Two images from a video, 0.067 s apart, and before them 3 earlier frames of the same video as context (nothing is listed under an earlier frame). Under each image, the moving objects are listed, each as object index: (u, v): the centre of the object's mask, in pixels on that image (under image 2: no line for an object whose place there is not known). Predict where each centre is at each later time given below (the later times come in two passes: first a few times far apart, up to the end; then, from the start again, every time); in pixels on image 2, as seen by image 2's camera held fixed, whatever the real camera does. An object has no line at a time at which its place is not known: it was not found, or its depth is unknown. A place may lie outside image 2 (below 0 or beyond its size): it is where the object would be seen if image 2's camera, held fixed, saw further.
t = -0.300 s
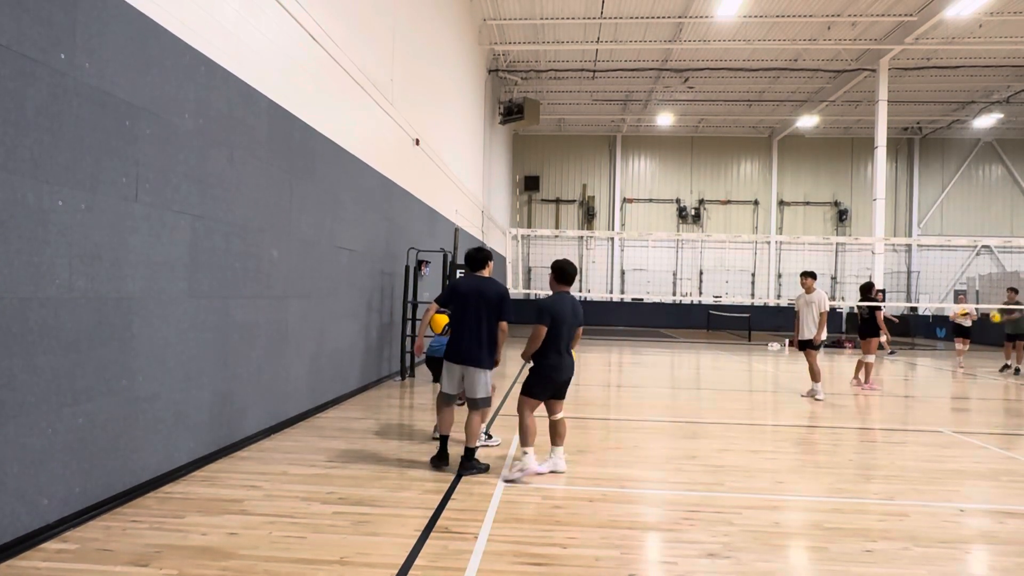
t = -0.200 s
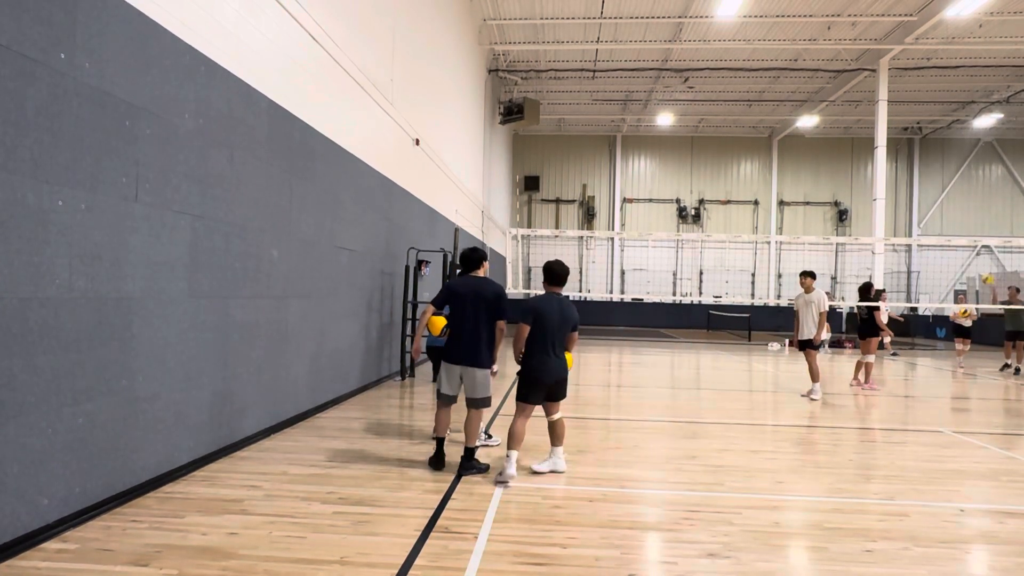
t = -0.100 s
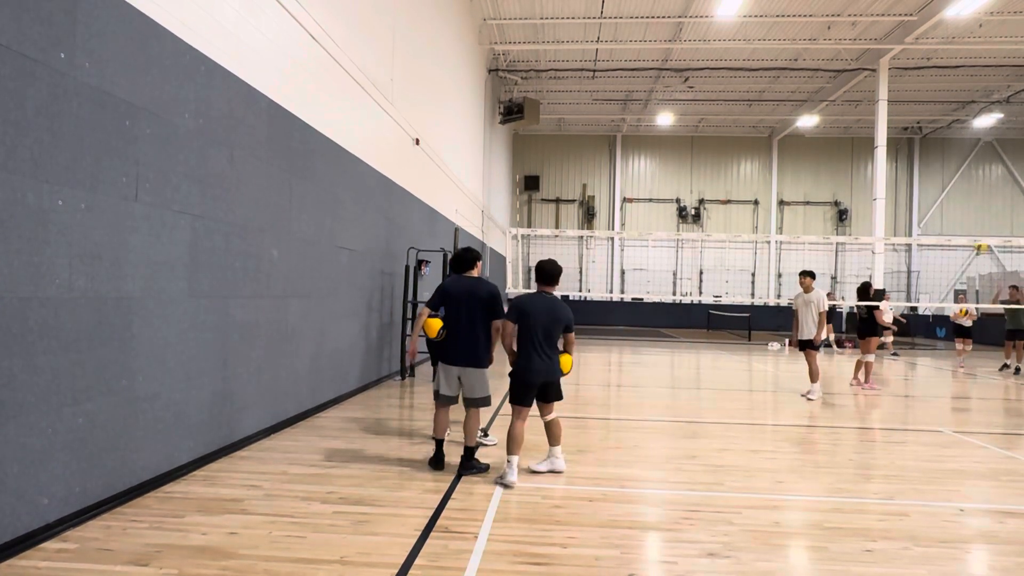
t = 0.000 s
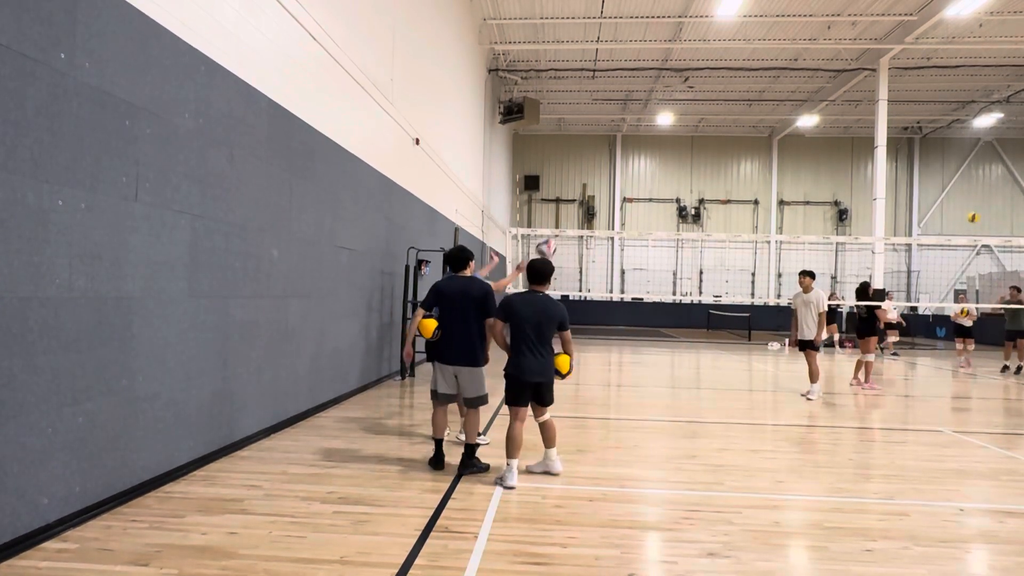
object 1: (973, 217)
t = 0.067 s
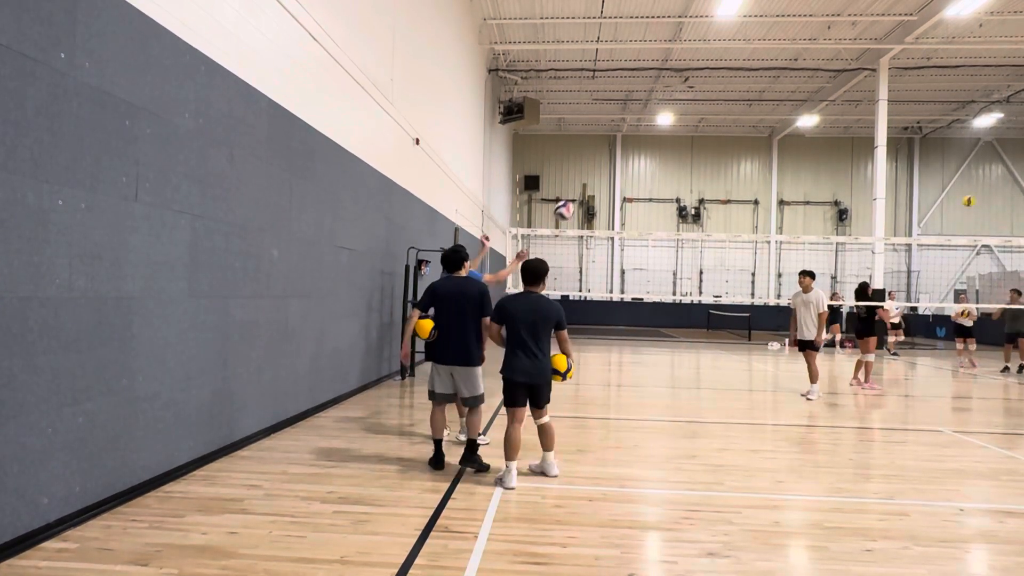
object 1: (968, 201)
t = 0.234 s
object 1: (956, 170)
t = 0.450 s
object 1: (939, 151)
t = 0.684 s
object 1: (919, 158)
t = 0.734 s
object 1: (915, 164)
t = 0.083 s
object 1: (967, 197)
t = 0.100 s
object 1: (966, 194)
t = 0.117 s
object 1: (965, 190)
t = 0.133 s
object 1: (964, 187)
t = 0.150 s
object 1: (962, 184)
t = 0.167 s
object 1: (961, 180)
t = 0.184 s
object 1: (960, 178)
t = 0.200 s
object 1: (959, 175)
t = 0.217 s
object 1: (957, 173)
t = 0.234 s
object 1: (956, 170)
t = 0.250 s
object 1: (955, 168)
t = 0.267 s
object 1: (954, 165)
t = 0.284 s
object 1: (952, 163)
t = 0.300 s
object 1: (951, 161)
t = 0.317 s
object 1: (950, 160)
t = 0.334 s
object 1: (949, 158)
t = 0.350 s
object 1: (947, 156)
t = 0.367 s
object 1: (946, 155)
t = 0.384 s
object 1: (944, 154)
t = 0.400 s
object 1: (943, 153)
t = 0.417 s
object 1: (942, 152)
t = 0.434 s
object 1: (940, 151)
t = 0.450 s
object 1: (939, 151)
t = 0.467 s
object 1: (938, 150)
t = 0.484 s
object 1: (936, 150)
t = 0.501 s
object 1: (935, 150)
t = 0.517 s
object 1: (933, 150)
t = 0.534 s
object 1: (932, 150)
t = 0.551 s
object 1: (931, 150)
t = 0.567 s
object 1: (929, 151)
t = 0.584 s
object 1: (928, 151)
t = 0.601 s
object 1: (926, 152)
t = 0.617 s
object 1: (925, 153)
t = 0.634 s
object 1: (924, 154)
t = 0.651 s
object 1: (922, 155)
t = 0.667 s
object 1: (921, 156)
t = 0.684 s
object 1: (919, 158)
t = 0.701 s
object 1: (918, 160)
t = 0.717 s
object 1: (916, 161)
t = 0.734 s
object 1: (915, 164)
